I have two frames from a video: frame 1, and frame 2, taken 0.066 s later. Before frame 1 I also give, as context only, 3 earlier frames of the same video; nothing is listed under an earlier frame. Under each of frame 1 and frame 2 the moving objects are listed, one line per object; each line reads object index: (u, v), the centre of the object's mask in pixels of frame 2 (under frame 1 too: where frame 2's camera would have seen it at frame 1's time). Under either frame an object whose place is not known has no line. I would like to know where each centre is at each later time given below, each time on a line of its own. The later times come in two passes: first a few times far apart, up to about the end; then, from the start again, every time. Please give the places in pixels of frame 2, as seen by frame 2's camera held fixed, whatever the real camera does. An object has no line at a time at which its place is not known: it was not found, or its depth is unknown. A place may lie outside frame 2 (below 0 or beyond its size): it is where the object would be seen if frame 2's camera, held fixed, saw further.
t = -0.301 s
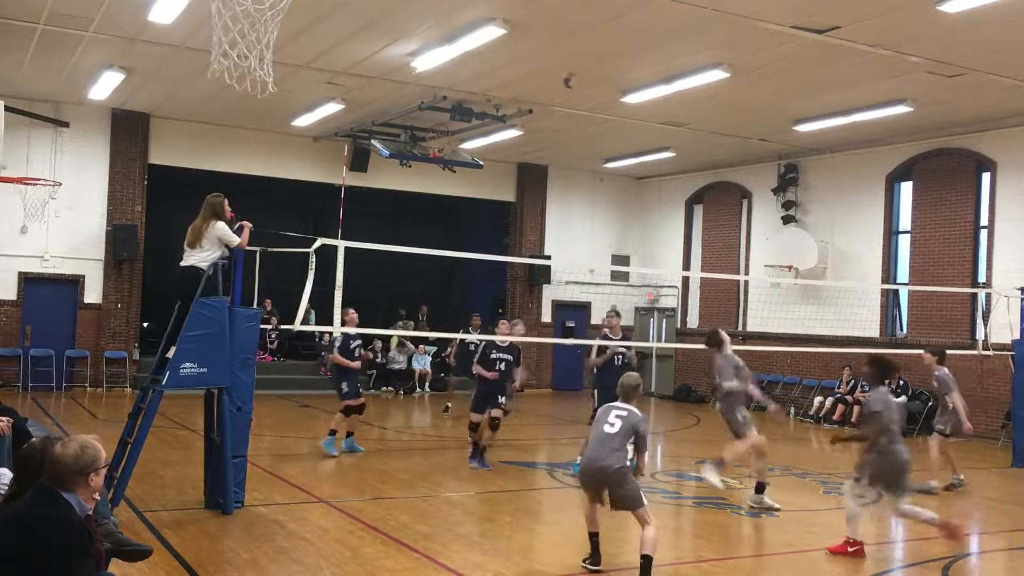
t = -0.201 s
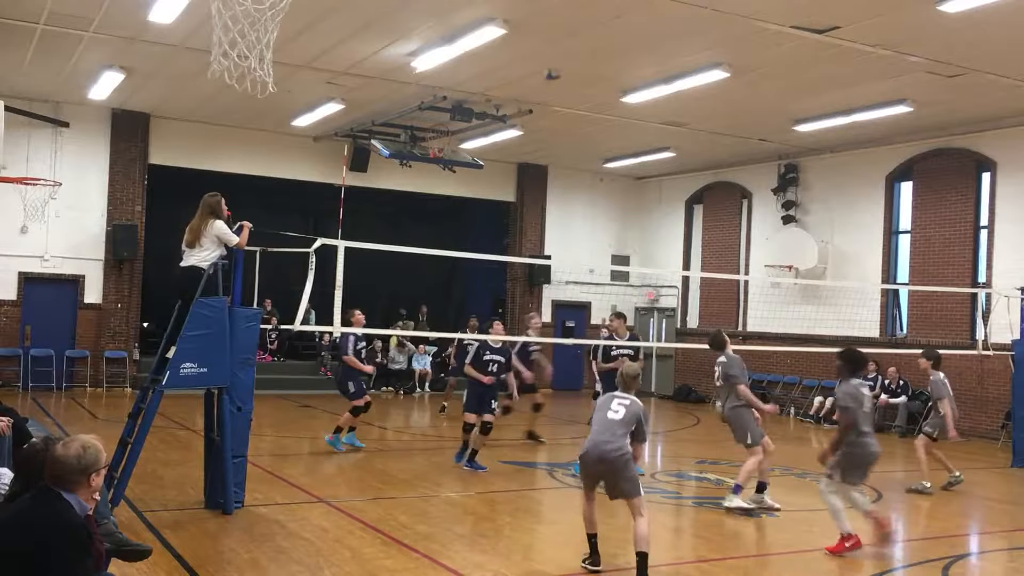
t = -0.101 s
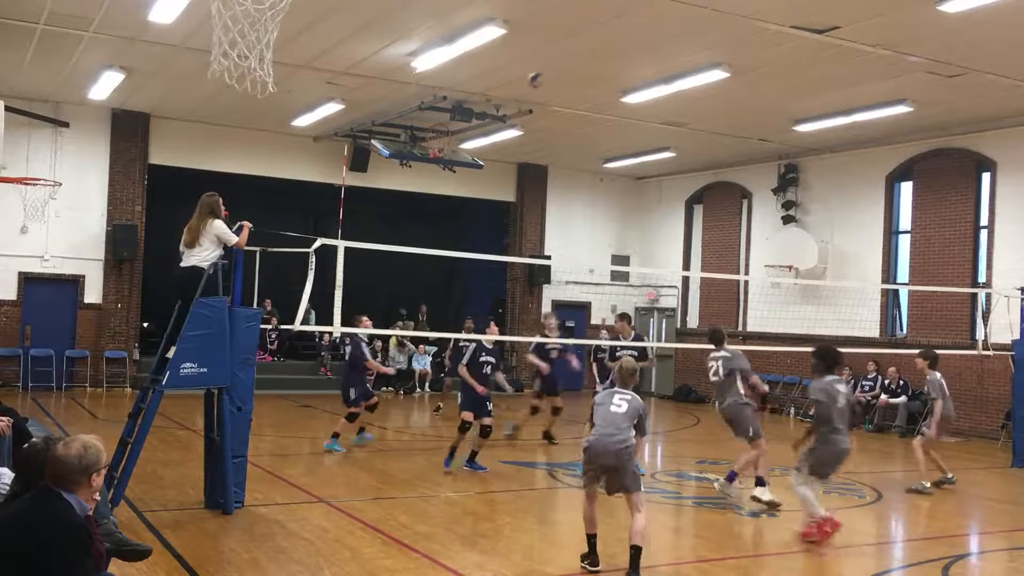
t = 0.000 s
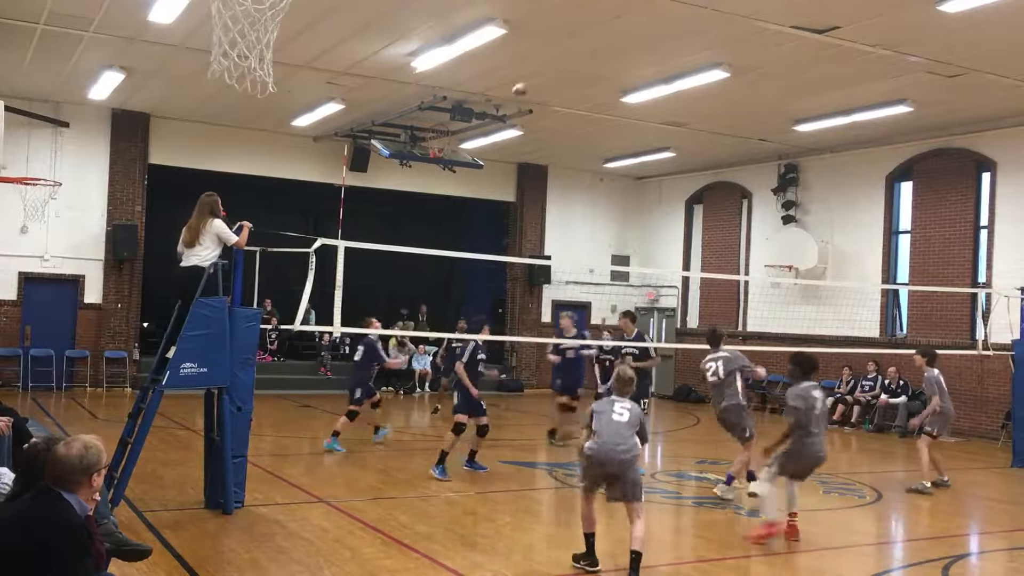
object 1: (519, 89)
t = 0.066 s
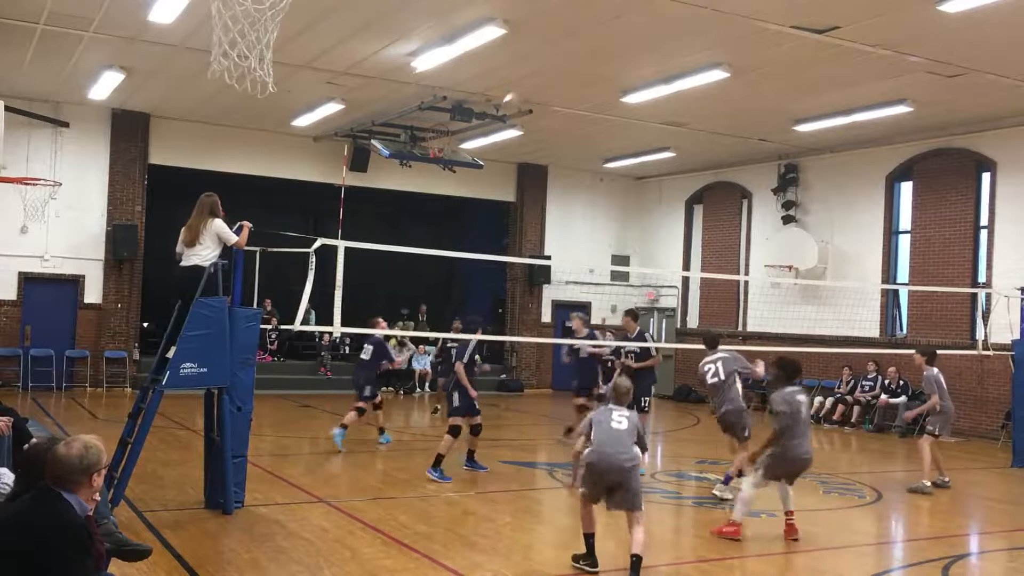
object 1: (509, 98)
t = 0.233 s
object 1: (486, 140)
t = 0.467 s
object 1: (459, 222)
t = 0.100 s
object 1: (503, 106)
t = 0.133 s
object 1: (500, 113)
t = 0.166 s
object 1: (497, 122)
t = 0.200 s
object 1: (492, 130)
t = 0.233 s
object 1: (486, 140)
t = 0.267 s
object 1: (483, 151)
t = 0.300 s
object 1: (479, 160)
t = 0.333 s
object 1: (474, 172)
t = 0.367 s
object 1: (471, 183)
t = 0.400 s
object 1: (467, 198)
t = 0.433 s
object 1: (463, 209)
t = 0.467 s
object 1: (459, 222)
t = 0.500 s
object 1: (456, 235)
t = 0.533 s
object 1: (452, 245)
